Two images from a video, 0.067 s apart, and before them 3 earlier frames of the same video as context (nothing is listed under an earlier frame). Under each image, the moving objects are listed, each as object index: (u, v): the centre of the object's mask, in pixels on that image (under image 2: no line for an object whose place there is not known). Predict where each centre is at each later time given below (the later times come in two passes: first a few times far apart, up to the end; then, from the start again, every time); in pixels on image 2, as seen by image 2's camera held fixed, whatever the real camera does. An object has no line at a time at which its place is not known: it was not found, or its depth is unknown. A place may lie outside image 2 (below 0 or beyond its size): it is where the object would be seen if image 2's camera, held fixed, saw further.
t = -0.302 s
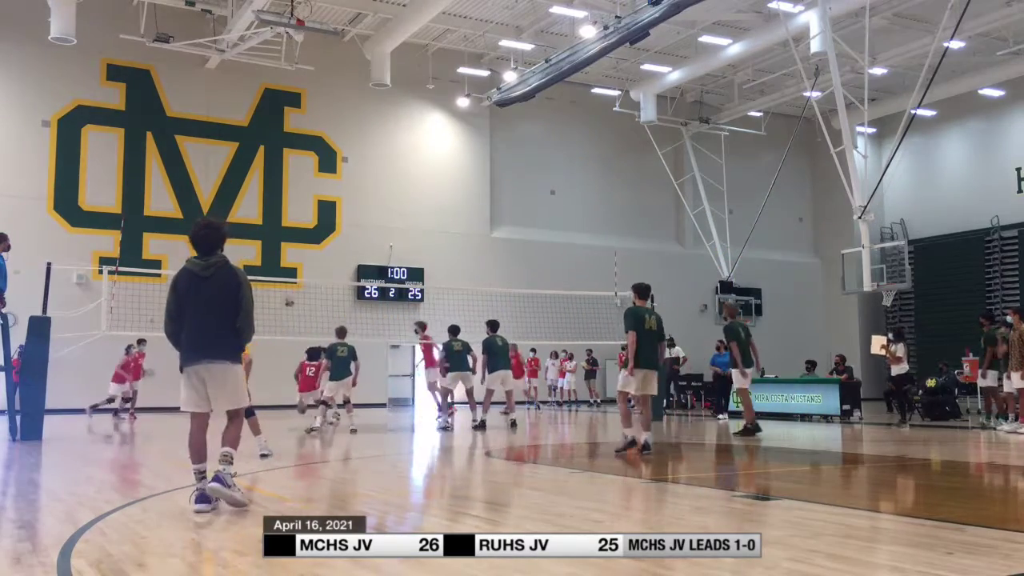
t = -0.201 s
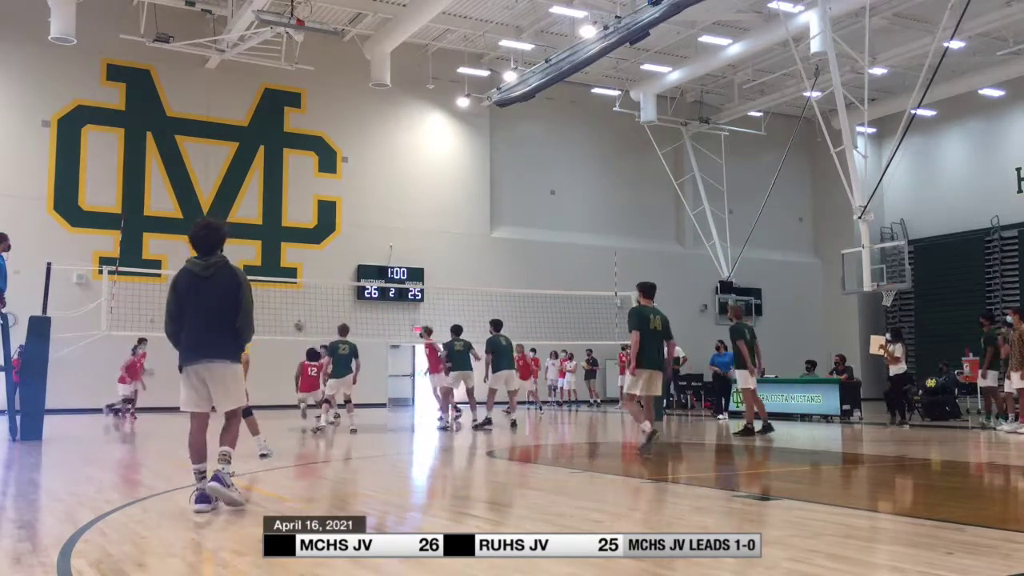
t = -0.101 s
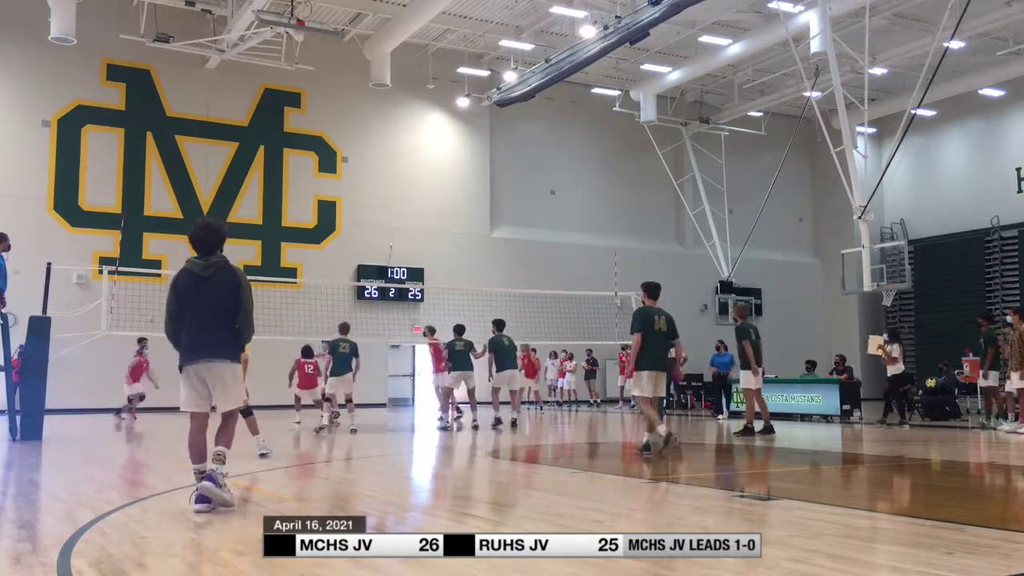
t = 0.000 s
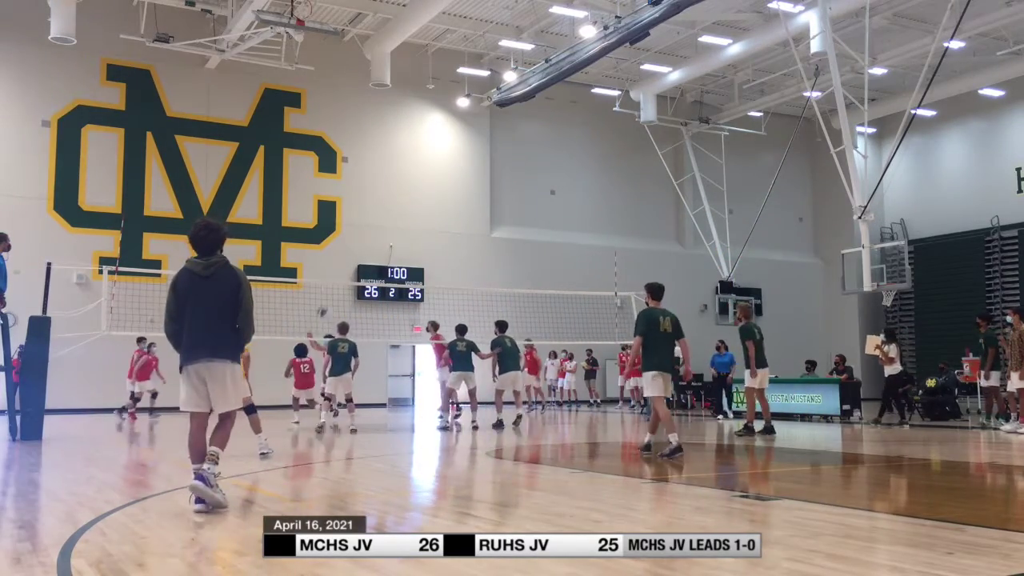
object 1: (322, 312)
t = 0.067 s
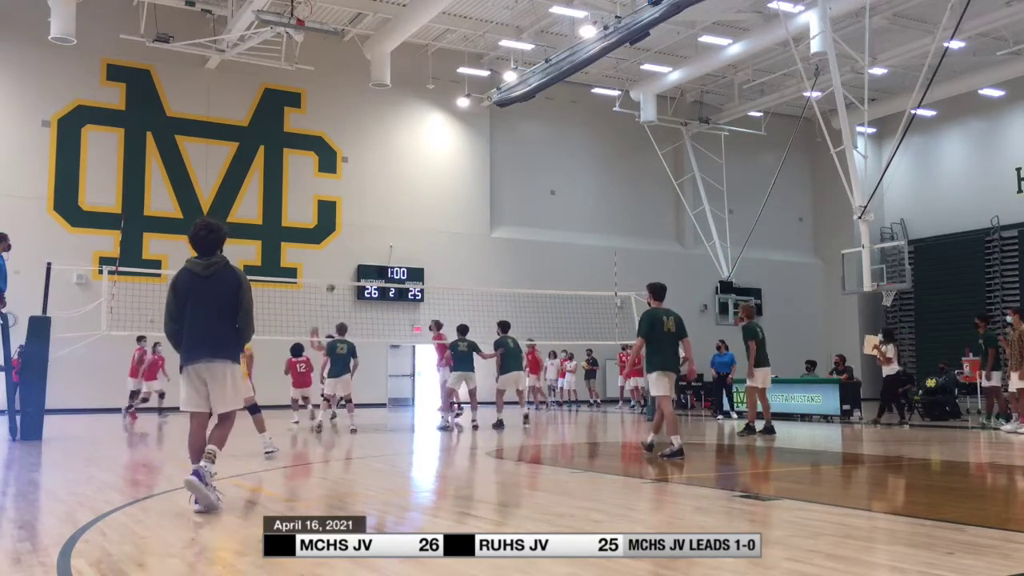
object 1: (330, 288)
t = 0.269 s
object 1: (355, 230)
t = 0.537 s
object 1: (387, 183)
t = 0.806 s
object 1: (417, 169)
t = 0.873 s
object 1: (425, 171)
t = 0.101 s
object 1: (334, 276)
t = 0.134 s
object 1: (338, 266)
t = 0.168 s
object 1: (343, 257)
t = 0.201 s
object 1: (347, 246)
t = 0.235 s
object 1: (351, 238)
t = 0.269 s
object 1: (355, 230)
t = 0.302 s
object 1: (359, 222)
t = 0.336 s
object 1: (363, 216)
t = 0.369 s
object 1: (367, 209)
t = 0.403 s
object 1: (371, 203)
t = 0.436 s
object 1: (375, 197)
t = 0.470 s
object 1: (379, 192)
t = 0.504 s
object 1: (383, 187)
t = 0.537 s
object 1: (387, 183)
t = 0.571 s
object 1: (390, 180)
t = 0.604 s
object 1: (394, 177)
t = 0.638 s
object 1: (398, 174)
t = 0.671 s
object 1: (402, 173)
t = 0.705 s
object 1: (406, 171)
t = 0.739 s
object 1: (410, 170)
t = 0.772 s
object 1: (414, 169)
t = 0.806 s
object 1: (417, 169)
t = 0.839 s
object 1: (421, 170)
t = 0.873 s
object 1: (425, 171)
